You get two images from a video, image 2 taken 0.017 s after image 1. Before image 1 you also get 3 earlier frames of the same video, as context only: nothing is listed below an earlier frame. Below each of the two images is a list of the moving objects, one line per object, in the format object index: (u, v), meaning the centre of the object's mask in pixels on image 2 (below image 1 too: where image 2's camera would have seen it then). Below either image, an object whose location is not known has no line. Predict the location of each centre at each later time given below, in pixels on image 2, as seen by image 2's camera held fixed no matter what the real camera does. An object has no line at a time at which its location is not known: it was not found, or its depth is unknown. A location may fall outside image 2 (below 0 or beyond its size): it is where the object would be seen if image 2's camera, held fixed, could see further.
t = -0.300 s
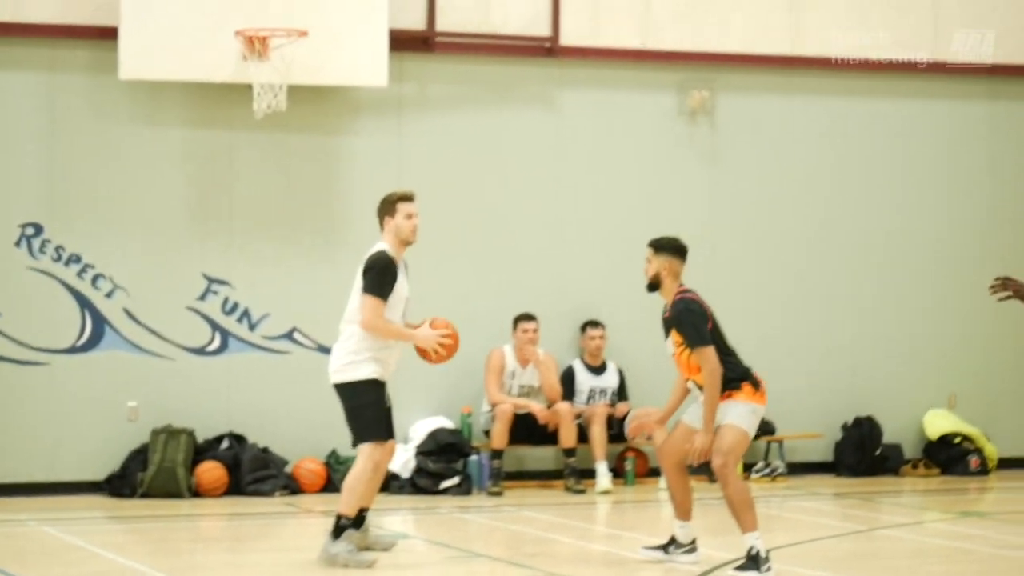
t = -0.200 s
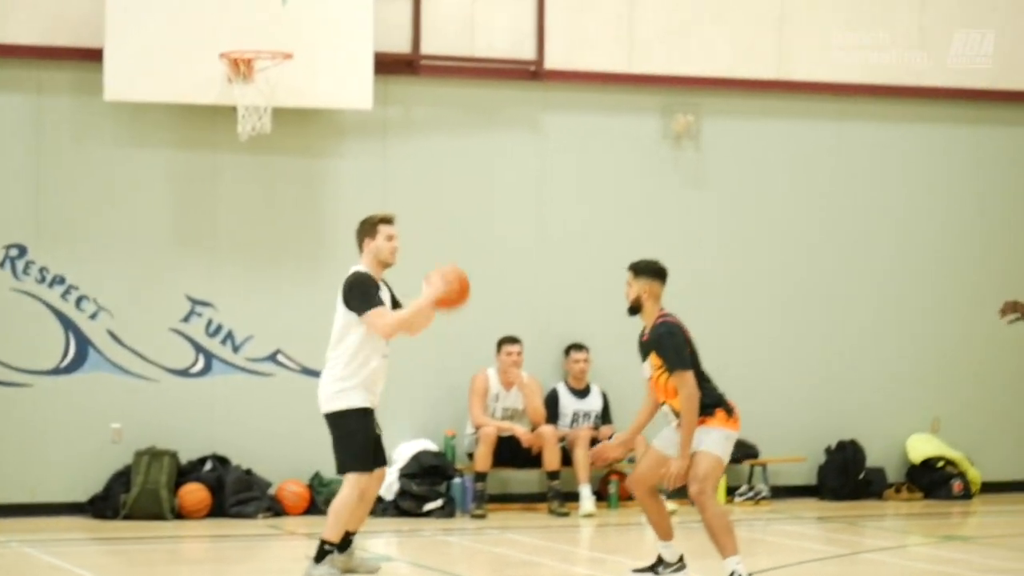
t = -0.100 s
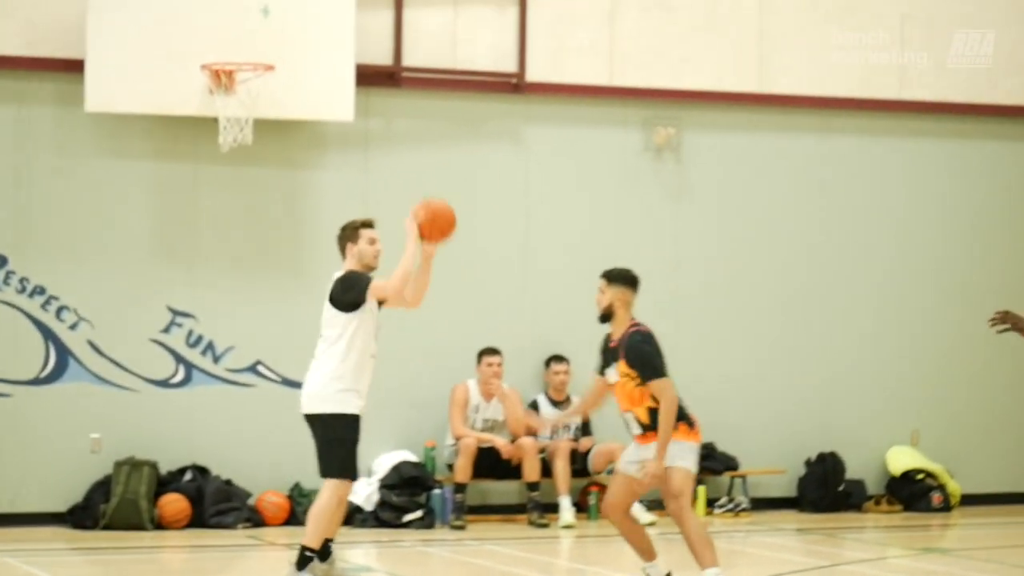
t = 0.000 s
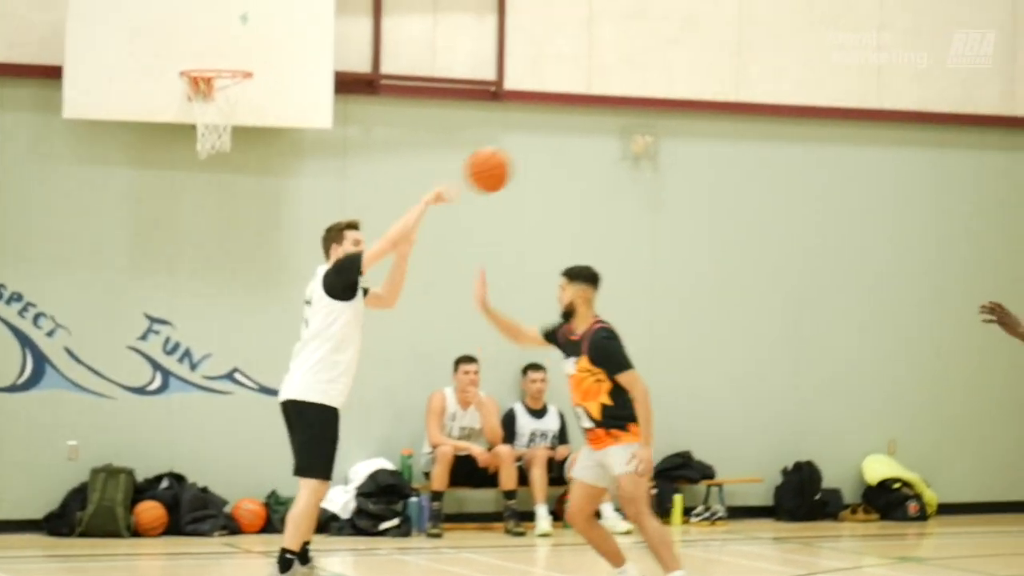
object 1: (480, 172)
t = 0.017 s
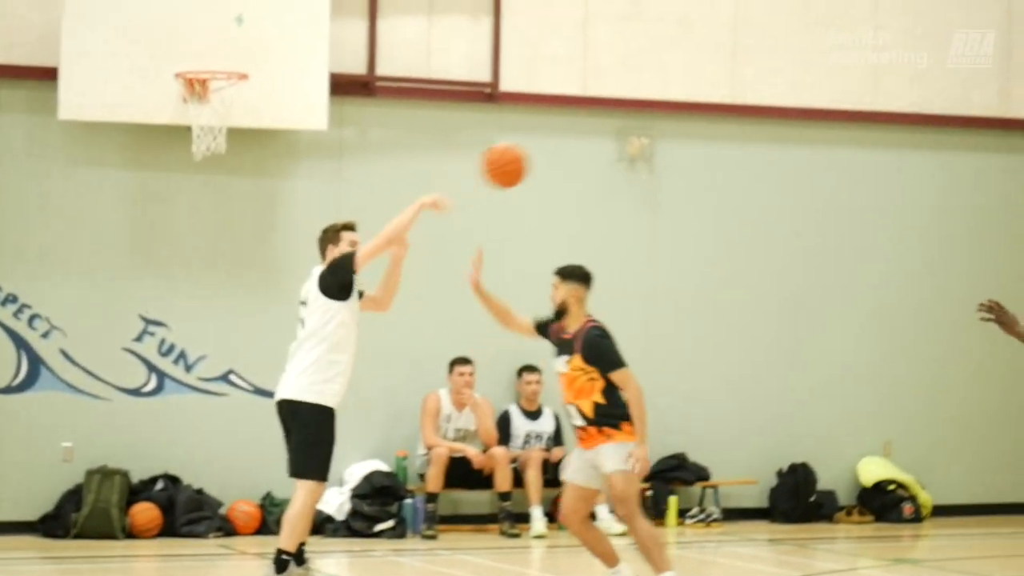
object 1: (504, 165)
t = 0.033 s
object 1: (528, 158)
